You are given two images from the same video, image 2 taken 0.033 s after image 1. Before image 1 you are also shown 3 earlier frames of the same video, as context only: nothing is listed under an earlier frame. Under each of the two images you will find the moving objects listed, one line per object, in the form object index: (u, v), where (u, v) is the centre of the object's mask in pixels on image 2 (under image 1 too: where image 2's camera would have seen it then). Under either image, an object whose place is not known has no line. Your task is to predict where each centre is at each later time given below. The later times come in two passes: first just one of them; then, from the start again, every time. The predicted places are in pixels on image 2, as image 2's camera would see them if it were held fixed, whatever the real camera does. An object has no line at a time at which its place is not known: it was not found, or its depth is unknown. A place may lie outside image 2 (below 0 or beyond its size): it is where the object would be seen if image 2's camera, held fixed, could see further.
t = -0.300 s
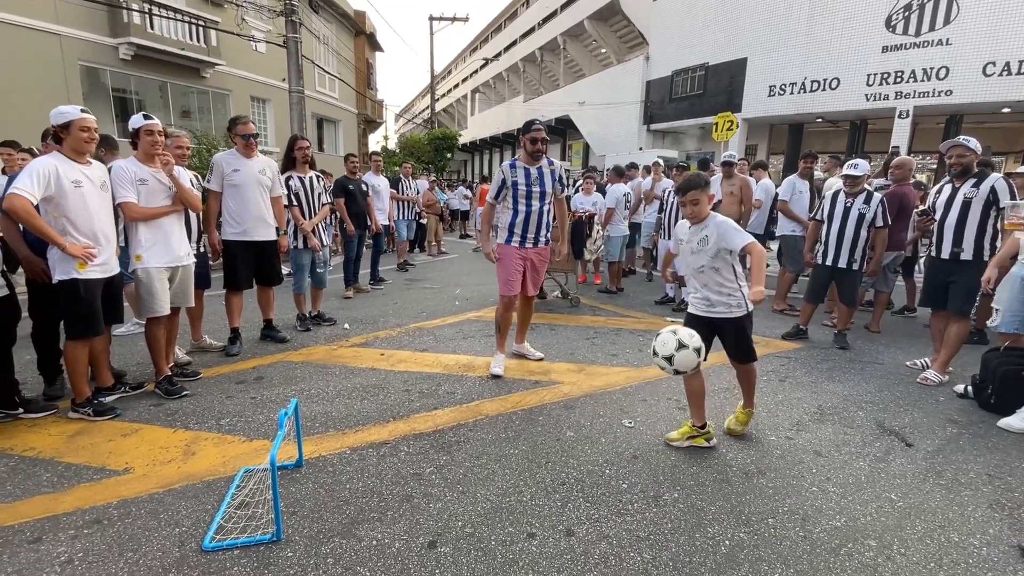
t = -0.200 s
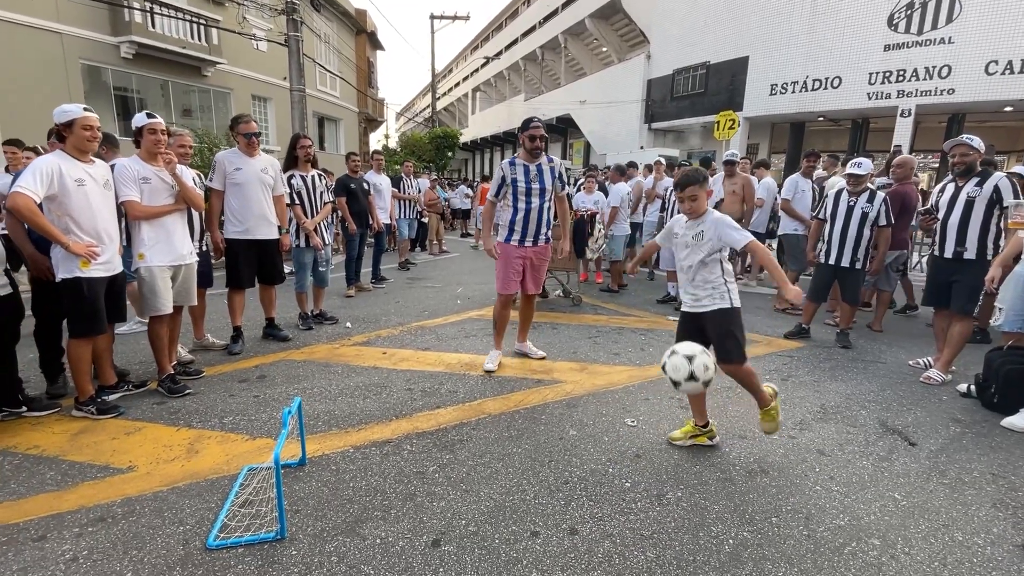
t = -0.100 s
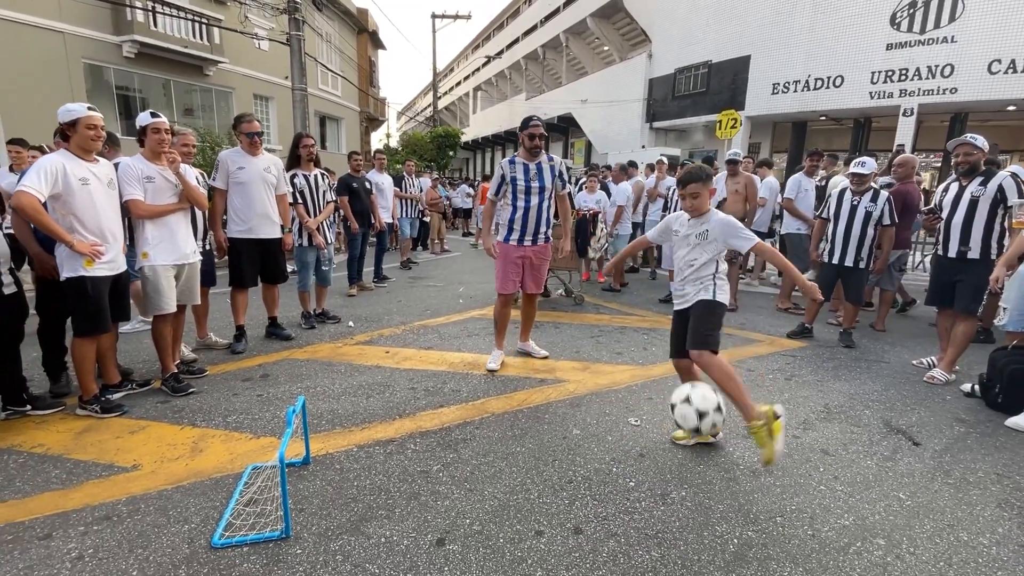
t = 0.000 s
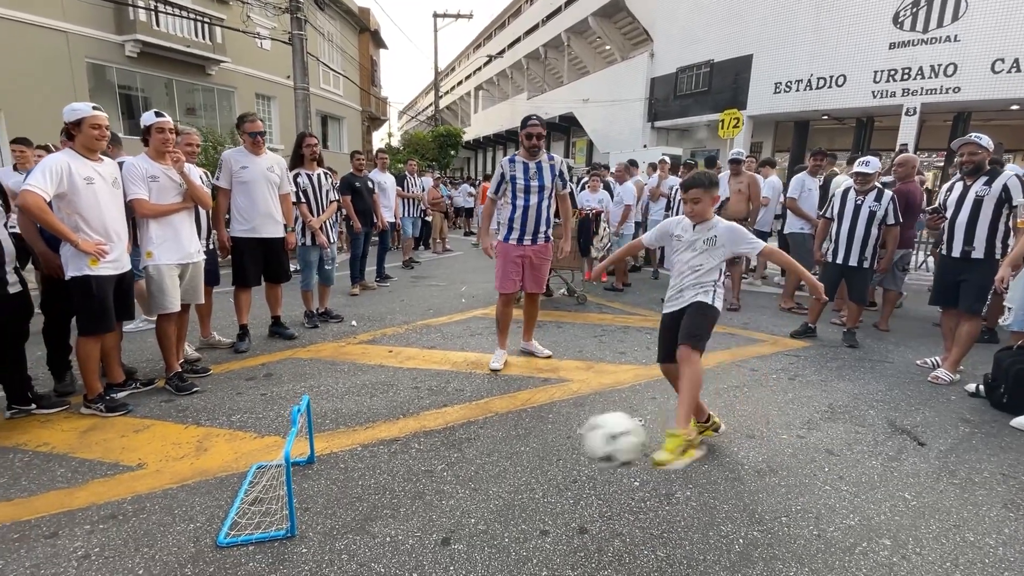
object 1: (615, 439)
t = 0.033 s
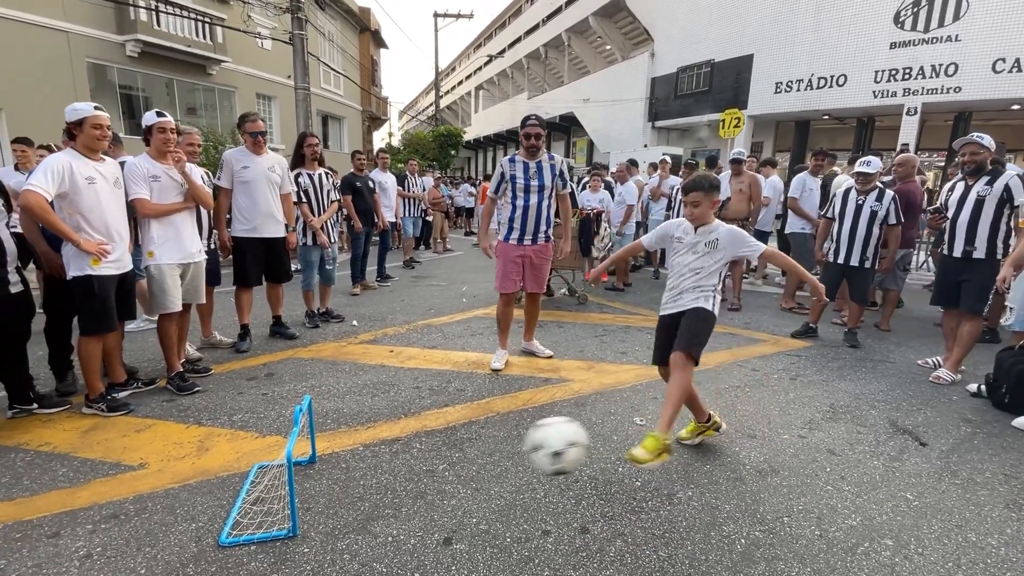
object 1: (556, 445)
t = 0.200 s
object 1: (218, 526)
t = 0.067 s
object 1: (495, 455)
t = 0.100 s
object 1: (431, 467)
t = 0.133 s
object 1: (364, 483)
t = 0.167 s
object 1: (294, 502)
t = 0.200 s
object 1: (218, 526)
